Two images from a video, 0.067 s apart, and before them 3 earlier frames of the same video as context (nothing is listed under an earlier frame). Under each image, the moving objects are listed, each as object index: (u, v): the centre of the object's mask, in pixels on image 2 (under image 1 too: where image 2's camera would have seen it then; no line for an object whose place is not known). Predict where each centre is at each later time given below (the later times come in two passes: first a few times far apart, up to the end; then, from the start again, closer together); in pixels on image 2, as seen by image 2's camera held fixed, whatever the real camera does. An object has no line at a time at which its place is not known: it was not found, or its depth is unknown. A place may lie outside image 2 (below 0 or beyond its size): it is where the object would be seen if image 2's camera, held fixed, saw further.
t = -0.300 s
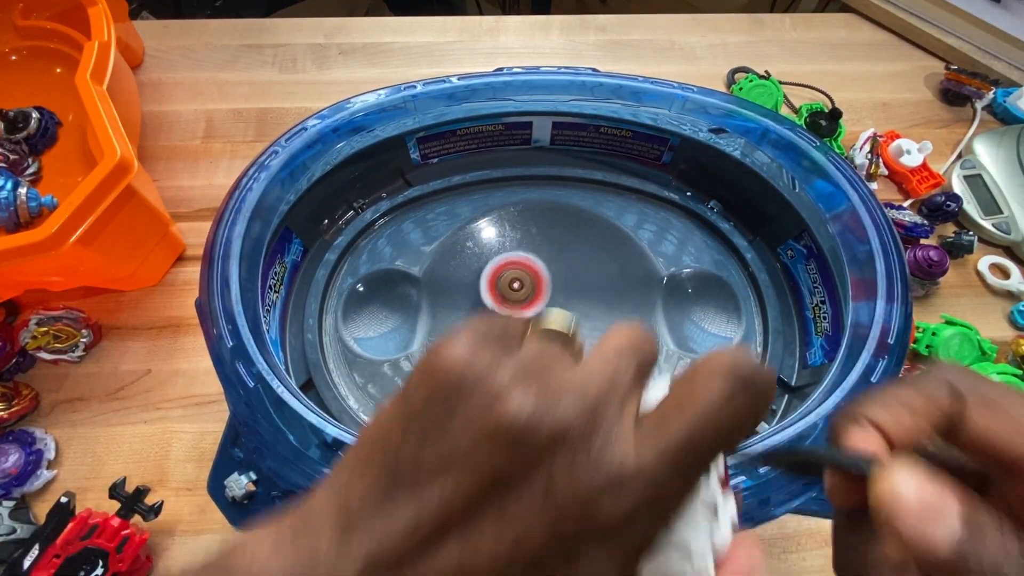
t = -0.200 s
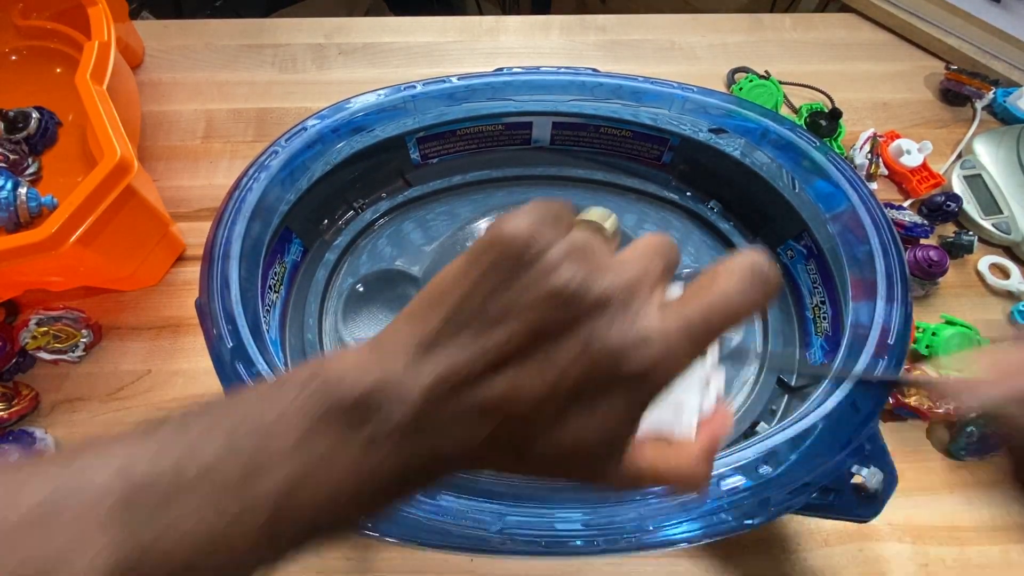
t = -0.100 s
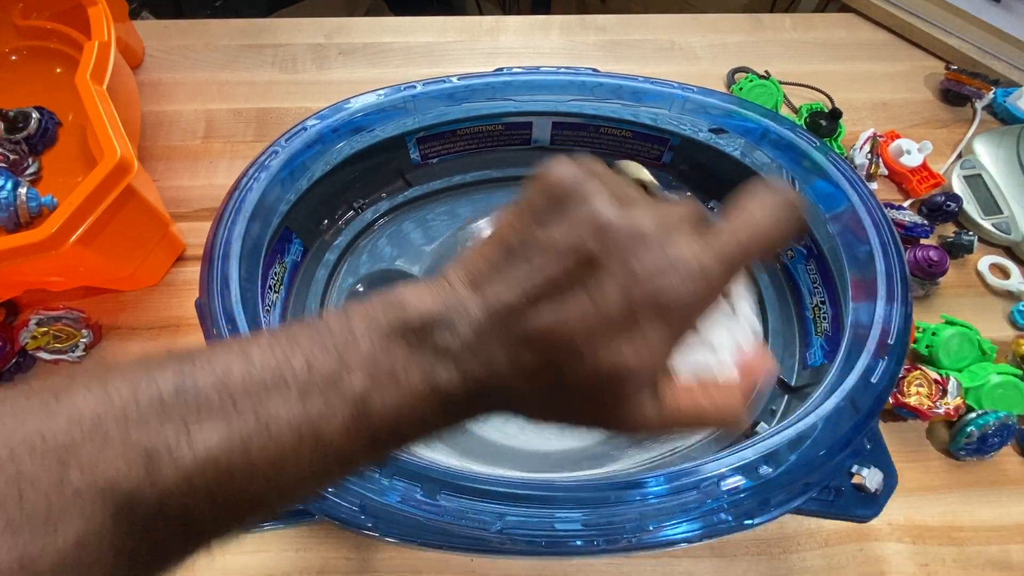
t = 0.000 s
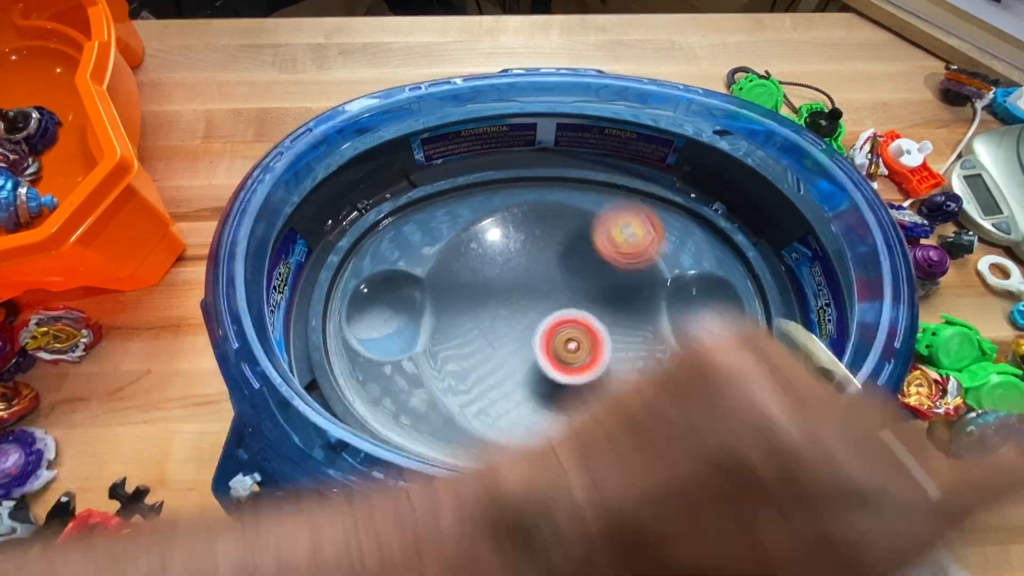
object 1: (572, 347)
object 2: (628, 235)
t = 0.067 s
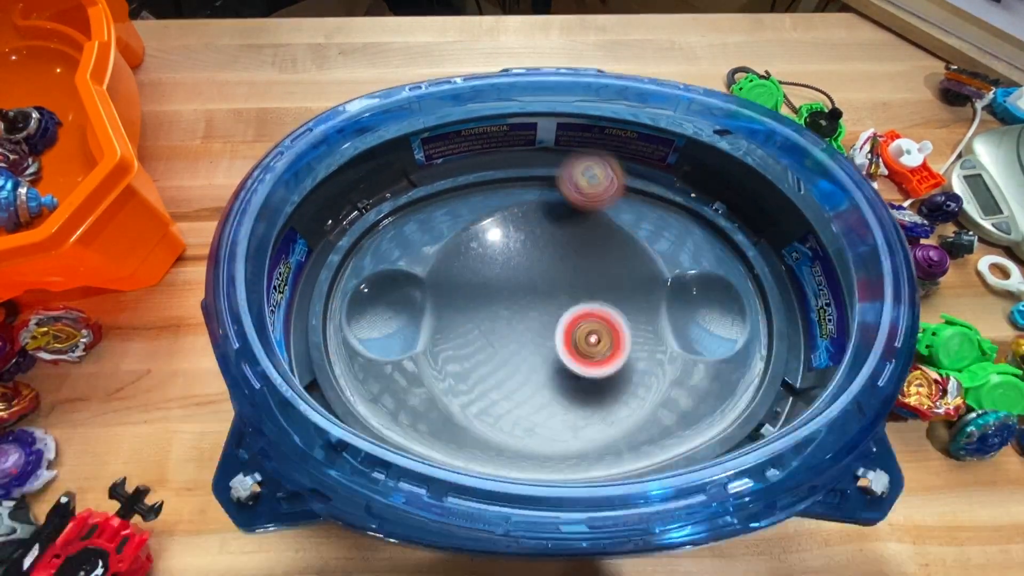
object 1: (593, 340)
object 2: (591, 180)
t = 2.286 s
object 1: (639, 310)
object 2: (519, 280)
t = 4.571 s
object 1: (501, 278)
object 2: (548, 418)
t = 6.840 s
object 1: (616, 212)
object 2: (571, 336)
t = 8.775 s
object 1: (567, 309)
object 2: (604, 442)
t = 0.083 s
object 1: (597, 337)
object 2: (581, 167)
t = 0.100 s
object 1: (600, 333)
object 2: (571, 157)
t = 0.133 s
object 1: (607, 324)
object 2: (545, 162)
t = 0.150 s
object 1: (608, 319)
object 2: (533, 172)
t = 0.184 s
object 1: (609, 308)
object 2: (508, 195)
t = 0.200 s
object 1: (609, 302)
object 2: (496, 207)
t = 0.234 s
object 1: (607, 290)
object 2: (475, 237)
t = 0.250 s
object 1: (604, 284)
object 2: (464, 254)
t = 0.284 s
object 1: (598, 273)
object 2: (447, 288)
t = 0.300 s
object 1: (593, 268)
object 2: (440, 306)
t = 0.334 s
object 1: (583, 260)
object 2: (430, 345)
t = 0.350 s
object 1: (576, 257)
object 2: (428, 365)
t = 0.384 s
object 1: (563, 253)
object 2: (425, 408)
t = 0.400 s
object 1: (556, 252)
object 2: (426, 422)
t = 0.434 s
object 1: (542, 254)
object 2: (446, 413)
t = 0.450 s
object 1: (535, 255)
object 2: (461, 400)
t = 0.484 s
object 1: (522, 262)
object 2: (490, 378)
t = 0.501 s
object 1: (515, 266)
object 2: (505, 365)
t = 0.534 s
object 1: (504, 277)
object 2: (532, 339)
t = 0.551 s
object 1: (500, 284)
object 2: (548, 324)
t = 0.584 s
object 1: (492, 299)
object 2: (573, 295)
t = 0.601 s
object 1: (490, 306)
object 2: (585, 280)
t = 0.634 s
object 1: (488, 323)
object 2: (606, 254)
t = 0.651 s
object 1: (489, 330)
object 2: (615, 242)
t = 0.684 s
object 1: (493, 346)
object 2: (631, 217)
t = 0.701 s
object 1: (497, 352)
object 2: (638, 207)
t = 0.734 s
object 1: (506, 365)
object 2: (648, 192)
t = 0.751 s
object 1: (512, 371)
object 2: (653, 184)
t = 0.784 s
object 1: (527, 379)
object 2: (659, 180)
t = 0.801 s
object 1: (536, 382)
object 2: (659, 184)
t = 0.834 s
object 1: (553, 385)
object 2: (657, 195)
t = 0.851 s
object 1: (562, 385)
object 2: (658, 197)
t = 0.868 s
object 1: (571, 383)
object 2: (657, 200)
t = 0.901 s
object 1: (589, 377)
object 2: (654, 213)
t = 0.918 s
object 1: (597, 373)
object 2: (652, 219)
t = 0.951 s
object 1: (610, 361)
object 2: (646, 230)
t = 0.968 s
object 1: (615, 353)
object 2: (642, 238)
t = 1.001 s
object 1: (623, 337)
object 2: (629, 255)
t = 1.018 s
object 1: (625, 329)
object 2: (621, 263)
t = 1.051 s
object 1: (620, 345)
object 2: (609, 247)
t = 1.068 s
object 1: (615, 356)
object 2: (601, 238)
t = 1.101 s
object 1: (602, 375)
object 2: (585, 220)
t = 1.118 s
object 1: (595, 382)
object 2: (576, 212)
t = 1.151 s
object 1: (579, 394)
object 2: (557, 202)
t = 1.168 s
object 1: (571, 398)
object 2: (547, 197)
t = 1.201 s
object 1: (554, 402)
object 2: (526, 193)
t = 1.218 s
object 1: (546, 402)
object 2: (516, 193)
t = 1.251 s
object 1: (530, 399)
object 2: (496, 196)
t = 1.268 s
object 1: (524, 395)
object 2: (486, 200)
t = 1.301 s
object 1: (511, 386)
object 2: (467, 207)
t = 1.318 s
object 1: (506, 380)
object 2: (459, 211)
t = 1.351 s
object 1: (498, 365)
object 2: (440, 219)
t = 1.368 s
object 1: (495, 357)
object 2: (429, 225)
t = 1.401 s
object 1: (492, 339)
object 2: (410, 234)
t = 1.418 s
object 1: (491, 331)
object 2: (400, 238)
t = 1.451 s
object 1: (492, 314)
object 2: (379, 247)
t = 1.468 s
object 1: (493, 306)
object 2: (369, 251)
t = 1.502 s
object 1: (497, 289)
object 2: (348, 258)
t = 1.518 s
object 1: (500, 283)
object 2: (340, 262)
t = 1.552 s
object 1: (507, 268)
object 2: (347, 277)
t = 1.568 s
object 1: (511, 263)
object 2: (353, 286)
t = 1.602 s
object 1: (520, 252)
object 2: (367, 304)
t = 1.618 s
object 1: (524, 248)
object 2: (376, 313)
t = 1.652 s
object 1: (533, 242)
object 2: (392, 323)
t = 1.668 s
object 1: (538, 239)
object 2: (402, 325)
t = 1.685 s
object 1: (543, 238)
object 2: (410, 327)
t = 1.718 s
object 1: (552, 239)
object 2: (427, 326)
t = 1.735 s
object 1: (557, 239)
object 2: (436, 327)
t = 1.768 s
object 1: (565, 243)
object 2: (457, 330)
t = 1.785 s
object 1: (569, 247)
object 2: (468, 331)
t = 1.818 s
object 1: (576, 253)
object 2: (493, 331)
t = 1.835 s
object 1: (579, 258)
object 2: (504, 330)
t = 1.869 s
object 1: (584, 269)
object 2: (530, 327)
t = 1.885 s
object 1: (586, 275)
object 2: (541, 325)
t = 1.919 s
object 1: (602, 277)
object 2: (551, 328)
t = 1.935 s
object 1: (612, 275)
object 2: (554, 331)
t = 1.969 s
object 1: (629, 272)
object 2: (558, 336)
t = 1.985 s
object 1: (635, 271)
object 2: (560, 337)
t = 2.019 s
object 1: (647, 271)
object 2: (563, 338)
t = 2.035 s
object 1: (651, 271)
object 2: (565, 338)
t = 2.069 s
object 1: (655, 272)
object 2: (567, 336)
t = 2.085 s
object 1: (655, 274)
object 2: (568, 333)
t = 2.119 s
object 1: (652, 278)
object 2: (570, 328)
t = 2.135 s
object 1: (649, 281)
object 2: (570, 324)
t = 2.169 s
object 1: (640, 286)
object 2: (570, 316)
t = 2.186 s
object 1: (634, 290)
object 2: (569, 312)
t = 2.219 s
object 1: (633, 296)
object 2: (558, 302)
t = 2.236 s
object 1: (636, 300)
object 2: (548, 295)
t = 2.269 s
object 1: (639, 307)
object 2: (528, 286)
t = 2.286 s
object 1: (639, 310)
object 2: (519, 280)
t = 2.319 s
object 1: (637, 316)
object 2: (503, 269)
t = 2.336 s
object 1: (634, 318)
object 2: (494, 264)
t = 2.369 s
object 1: (626, 325)
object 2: (478, 256)
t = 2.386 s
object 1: (621, 329)
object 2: (472, 254)
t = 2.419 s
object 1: (609, 333)
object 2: (460, 253)
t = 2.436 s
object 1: (603, 335)
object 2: (455, 254)
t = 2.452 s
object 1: (595, 339)
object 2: (451, 256)
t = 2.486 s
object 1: (581, 341)
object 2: (445, 264)
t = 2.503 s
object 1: (573, 343)
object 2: (443, 271)
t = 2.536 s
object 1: (558, 345)
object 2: (444, 285)
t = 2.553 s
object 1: (549, 345)
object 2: (445, 295)
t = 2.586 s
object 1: (536, 345)
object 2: (454, 314)
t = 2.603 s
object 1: (531, 346)
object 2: (460, 324)
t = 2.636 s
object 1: (540, 352)
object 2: (463, 331)
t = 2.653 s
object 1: (549, 356)
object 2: (461, 334)
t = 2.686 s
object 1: (571, 362)
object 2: (463, 339)
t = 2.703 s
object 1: (582, 364)
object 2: (467, 342)
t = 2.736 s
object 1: (603, 367)
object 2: (480, 346)
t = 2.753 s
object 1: (612, 367)
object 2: (489, 347)
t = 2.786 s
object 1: (630, 366)
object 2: (510, 346)
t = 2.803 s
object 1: (638, 365)
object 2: (522, 344)
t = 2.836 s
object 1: (653, 360)
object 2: (545, 337)
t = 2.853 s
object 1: (658, 357)
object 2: (556, 332)
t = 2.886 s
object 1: (665, 351)
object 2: (578, 321)
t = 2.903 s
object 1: (666, 347)
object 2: (588, 314)
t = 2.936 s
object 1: (668, 339)
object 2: (606, 300)
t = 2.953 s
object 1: (668, 336)
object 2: (613, 292)
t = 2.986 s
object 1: (671, 335)
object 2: (624, 271)
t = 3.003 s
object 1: (673, 335)
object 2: (626, 260)
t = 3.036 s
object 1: (682, 332)
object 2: (629, 239)
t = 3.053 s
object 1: (685, 331)
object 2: (629, 229)
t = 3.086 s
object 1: (692, 325)
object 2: (626, 212)
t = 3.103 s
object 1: (697, 321)
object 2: (623, 204)
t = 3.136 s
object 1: (703, 313)
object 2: (618, 192)
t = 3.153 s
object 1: (706, 308)
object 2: (616, 186)
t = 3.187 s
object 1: (707, 302)
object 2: (611, 182)
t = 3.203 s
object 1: (707, 299)
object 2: (606, 187)
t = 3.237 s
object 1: (705, 293)
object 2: (598, 196)
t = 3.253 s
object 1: (702, 292)
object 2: (593, 203)
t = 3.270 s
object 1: (699, 291)
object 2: (588, 210)
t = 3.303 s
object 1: (694, 291)
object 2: (578, 228)
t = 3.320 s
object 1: (691, 291)
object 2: (572, 238)
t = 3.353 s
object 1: (683, 294)
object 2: (561, 258)
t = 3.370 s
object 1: (680, 296)
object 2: (555, 270)
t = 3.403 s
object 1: (676, 299)
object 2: (544, 293)
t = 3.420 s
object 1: (674, 301)
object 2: (539, 305)
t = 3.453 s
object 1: (673, 304)
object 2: (530, 329)
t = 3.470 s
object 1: (672, 306)
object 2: (527, 340)
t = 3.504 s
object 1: (674, 308)
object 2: (522, 364)
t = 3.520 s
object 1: (674, 309)
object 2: (520, 375)
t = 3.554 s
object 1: (674, 309)
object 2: (519, 394)
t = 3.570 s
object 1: (675, 308)
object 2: (520, 401)
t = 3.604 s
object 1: (676, 306)
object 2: (524, 414)
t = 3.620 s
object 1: (677, 304)
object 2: (526, 420)
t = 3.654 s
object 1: (679, 300)
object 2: (535, 426)
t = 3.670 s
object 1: (680, 297)
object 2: (539, 426)
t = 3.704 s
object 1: (684, 292)
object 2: (550, 425)
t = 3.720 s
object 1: (687, 289)
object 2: (555, 421)
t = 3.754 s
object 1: (692, 285)
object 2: (567, 412)
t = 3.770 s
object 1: (695, 282)
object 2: (572, 405)
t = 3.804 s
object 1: (701, 277)
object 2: (582, 389)
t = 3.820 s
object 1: (703, 276)
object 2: (587, 380)
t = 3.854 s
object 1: (707, 273)
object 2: (595, 361)
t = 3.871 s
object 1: (708, 274)
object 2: (599, 351)
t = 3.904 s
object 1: (710, 275)
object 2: (605, 329)
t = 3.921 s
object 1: (710, 277)
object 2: (607, 319)
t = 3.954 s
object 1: (710, 280)
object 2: (612, 300)
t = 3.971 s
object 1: (708, 283)
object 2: (613, 291)
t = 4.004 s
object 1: (705, 288)
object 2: (614, 276)
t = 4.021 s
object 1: (704, 291)
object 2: (614, 269)
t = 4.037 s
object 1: (702, 293)
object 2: (613, 263)
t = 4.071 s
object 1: (698, 297)
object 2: (605, 254)
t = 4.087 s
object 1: (697, 298)
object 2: (600, 251)
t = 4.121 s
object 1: (694, 300)
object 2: (586, 248)
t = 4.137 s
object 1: (693, 300)
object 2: (578, 248)
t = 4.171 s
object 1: (691, 299)
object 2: (562, 253)
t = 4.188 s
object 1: (690, 299)
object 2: (553, 257)
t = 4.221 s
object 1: (686, 297)
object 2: (537, 268)
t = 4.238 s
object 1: (683, 296)
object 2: (529, 275)
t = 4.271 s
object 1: (673, 293)
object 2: (516, 291)
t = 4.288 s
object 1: (665, 291)
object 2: (510, 299)
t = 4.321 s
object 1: (648, 290)
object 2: (500, 317)
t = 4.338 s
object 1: (639, 288)
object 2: (497, 327)
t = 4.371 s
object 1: (618, 285)
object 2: (493, 346)
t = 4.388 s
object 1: (607, 284)
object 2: (491, 356)
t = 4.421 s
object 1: (584, 282)
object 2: (494, 373)
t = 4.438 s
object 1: (572, 280)
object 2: (496, 382)
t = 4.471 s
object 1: (551, 279)
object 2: (504, 397)
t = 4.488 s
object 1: (541, 277)
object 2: (509, 404)
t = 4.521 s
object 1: (523, 278)
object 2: (522, 413)
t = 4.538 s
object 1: (515, 277)
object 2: (530, 416)
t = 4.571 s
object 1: (501, 278)
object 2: (548, 418)
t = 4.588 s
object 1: (495, 278)
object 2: (556, 417)
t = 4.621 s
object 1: (487, 279)
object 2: (573, 412)
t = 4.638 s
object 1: (484, 279)
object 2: (581, 408)
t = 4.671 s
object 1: (482, 281)
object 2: (598, 396)
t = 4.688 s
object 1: (481, 281)
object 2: (605, 390)
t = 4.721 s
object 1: (484, 283)
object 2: (617, 373)
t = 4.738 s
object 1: (485, 283)
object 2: (624, 364)
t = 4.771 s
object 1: (492, 285)
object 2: (629, 343)
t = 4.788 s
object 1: (495, 285)
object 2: (629, 333)
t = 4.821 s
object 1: (505, 286)
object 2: (626, 312)
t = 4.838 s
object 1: (509, 286)
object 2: (622, 301)
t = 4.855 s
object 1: (515, 287)
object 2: (617, 292)
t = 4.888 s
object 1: (526, 286)
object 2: (604, 274)
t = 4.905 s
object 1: (531, 287)
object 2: (597, 266)
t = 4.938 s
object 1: (530, 290)
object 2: (594, 251)
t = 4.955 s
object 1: (529, 292)
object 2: (592, 244)
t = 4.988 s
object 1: (529, 294)
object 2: (585, 233)
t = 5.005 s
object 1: (530, 296)
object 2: (581, 229)
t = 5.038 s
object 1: (532, 299)
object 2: (570, 224)
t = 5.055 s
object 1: (535, 300)
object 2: (563, 223)
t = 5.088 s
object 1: (538, 303)
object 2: (550, 225)
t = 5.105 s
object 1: (541, 304)
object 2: (542, 226)
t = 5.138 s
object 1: (546, 307)
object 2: (527, 233)
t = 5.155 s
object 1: (549, 307)
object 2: (519, 239)
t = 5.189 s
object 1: (555, 309)
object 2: (504, 251)
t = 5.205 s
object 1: (557, 309)
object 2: (498, 259)
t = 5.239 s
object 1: (563, 310)
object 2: (487, 275)
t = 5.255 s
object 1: (565, 311)
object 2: (483, 284)
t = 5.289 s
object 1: (570, 312)
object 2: (477, 304)
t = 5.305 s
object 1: (571, 313)
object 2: (476, 315)
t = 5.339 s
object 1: (574, 313)
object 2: (478, 336)
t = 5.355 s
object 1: (576, 313)
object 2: (481, 345)
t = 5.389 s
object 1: (577, 313)
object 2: (491, 364)
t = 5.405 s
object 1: (579, 313)
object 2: (498, 372)
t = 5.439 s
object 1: (579, 314)
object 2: (515, 386)
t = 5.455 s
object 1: (579, 313)
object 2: (526, 390)
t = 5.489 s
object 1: (579, 314)
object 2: (547, 396)
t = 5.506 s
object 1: (578, 314)
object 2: (559, 397)
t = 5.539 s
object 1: (577, 315)
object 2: (582, 394)
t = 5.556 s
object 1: (576, 315)
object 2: (592, 390)
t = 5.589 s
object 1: (574, 317)
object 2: (612, 379)
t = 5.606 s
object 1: (572, 317)
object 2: (621, 374)
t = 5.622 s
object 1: (570, 312)
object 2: (632, 372)
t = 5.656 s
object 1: (562, 305)
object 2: (649, 363)
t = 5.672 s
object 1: (559, 301)
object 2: (656, 357)
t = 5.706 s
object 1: (553, 295)
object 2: (666, 342)
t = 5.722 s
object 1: (549, 294)
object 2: (669, 333)
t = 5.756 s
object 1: (543, 290)
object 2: (671, 316)
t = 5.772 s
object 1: (540, 290)
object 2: (672, 307)
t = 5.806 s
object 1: (536, 289)
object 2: (670, 292)
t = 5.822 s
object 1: (534, 289)
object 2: (667, 285)
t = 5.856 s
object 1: (530, 291)
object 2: (657, 274)
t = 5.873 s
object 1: (528, 293)
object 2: (650, 269)
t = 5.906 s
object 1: (526, 296)
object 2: (632, 260)
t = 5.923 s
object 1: (526, 299)
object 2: (622, 257)
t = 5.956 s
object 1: (525, 304)
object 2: (598, 252)
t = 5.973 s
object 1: (525, 306)
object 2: (586, 250)
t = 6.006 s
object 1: (525, 311)
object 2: (559, 250)
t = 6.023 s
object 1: (524, 313)
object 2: (546, 251)
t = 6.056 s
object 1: (524, 320)
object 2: (525, 252)
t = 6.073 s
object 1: (523, 325)
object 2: (513, 251)
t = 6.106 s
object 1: (521, 332)
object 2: (494, 251)
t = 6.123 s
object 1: (520, 334)
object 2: (485, 254)
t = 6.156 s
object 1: (519, 338)
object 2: (469, 263)
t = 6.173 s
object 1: (517, 339)
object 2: (463, 268)
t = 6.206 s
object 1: (516, 340)
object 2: (454, 282)
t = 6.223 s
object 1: (516, 341)
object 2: (451, 289)
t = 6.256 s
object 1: (516, 340)
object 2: (448, 307)
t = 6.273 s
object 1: (517, 340)
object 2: (448, 314)
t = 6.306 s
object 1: (531, 344)
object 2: (438, 323)
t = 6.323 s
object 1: (539, 347)
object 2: (435, 326)
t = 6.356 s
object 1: (553, 348)
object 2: (430, 336)
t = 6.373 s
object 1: (559, 348)
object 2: (429, 341)
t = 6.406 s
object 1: (570, 345)
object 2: (428, 349)
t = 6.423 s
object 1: (576, 343)
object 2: (429, 352)
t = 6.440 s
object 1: (579, 340)
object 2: (430, 355)
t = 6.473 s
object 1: (586, 334)
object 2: (436, 359)
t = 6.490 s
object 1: (589, 330)
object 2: (439, 360)
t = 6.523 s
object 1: (591, 322)
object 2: (450, 364)
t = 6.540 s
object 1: (591, 319)
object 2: (458, 366)
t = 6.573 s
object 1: (592, 312)
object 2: (477, 369)
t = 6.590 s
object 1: (592, 307)
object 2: (488, 370)
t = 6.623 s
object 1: (590, 300)
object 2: (510, 367)
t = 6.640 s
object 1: (589, 297)
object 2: (524, 363)
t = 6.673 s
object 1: (586, 291)
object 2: (547, 353)
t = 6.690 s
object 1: (588, 284)
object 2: (553, 349)
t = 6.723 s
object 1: (599, 260)
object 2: (558, 353)
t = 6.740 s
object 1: (605, 249)
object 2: (559, 354)
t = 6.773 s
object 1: (612, 231)
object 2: (563, 352)
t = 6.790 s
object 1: (614, 226)
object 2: (564, 350)
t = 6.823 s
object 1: (617, 216)
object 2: (569, 341)
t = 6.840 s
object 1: (616, 212)
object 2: (571, 336)
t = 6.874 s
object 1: (614, 209)
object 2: (573, 323)
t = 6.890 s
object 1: (615, 209)
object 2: (573, 316)
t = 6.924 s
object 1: (613, 209)
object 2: (571, 301)
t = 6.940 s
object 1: (611, 210)
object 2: (568, 293)
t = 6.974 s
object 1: (608, 213)
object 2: (560, 280)
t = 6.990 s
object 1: (607, 214)
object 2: (555, 275)
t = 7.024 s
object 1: (602, 222)
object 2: (543, 265)
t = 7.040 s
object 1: (600, 227)
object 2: (537, 261)
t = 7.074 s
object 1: (610, 238)
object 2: (505, 255)
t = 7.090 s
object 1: (615, 249)
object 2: (489, 252)
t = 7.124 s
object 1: (623, 264)
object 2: (461, 253)
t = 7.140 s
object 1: (625, 274)
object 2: (450, 254)
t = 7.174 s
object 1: (626, 293)
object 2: (429, 259)
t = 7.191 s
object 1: (624, 303)
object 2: (420, 263)
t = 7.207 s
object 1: (622, 312)
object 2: (410, 269)
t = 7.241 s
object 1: (616, 332)
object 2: (392, 283)
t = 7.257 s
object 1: (611, 340)
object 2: (383, 290)
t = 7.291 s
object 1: (600, 358)
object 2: (365, 302)
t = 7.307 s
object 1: (594, 364)
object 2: (359, 306)
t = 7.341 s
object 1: (578, 378)
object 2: (355, 318)
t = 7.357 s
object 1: (571, 381)
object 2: (355, 324)
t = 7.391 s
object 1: (553, 389)
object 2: (362, 333)
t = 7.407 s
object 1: (546, 392)
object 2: (368, 335)
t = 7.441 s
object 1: (534, 392)
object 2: (383, 337)
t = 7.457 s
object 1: (525, 387)
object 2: (392, 336)
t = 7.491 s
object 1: (512, 384)
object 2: (409, 327)
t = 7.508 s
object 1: (507, 380)
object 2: (417, 320)
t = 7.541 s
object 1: (502, 367)
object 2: (432, 307)
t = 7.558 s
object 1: (500, 359)
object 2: (439, 301)
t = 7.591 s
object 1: (497, 348)
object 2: (457, 289)
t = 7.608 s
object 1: (503, 346)
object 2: (466, 279)
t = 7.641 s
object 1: (516, 341)
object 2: (480, 254)
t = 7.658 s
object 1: (524, 342)
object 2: (490, 244)
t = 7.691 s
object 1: (536, 342)
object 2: (509, 228)
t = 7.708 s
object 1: (543, 342)
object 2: (517, 220)
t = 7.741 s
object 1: (558, 338)
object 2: (538, 208)
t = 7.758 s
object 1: (565, 337)
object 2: (550, 204)
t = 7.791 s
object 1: (578, 329)
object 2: (569, 201)
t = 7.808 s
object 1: (583, 327)
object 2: (578, 199)
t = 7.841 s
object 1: (591, 321)
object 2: (596, 200)
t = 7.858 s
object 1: (596, 317)
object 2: (604, 200)
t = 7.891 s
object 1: (600, 314)
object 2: (621, 205)
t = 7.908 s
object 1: (601, 313)
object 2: (630, 208)
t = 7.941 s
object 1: (600, 306)
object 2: (647, 212)
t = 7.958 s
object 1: (601, 305)
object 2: (655, 213)
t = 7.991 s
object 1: (596, 305)
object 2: (670, 215)
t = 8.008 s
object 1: (591, 303)
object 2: (677, 215)
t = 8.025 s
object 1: (588, 301)
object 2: (686, 218)
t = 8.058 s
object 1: (581, 301)
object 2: (701, 220)
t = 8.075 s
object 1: (578, 300)
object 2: (707, 224)
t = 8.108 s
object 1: (568, 300)
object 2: (716, 234)
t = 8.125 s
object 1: (563, 301)
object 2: (721, 238)
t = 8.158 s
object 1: (553, 302)
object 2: (730, 250)
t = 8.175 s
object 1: (548, 304)
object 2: (734, 258)
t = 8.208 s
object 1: (539, 305)
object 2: (744, 267)
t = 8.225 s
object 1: (534, 306)
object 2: (746, 273)
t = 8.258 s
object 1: (526, 309)
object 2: (754, 287)
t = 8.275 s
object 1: (523, 310)
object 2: (755, 294)
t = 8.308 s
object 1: (518, 312)
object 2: (756, 307)
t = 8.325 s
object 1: (516, 313)
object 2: (757, 314)
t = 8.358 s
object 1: (514, 316)
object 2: (760, 330)
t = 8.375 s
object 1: (514, 317)
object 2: (760, 339)
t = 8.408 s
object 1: (516, 318)
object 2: (755, 352)
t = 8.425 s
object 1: (517, 319)
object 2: (752, 361)
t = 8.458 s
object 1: (521, 323)
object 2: (748, 376)
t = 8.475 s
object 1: (524, 323)
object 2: (743, 382)
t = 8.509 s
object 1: (530, 325)
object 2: (731, 396)
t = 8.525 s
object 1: (533, 325)
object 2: (727, 400)
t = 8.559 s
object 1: (540, 327)
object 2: (714, 411)
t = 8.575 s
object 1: (542, 327)
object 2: (706, 416)
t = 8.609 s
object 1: (548, 326)
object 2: (691, 423)
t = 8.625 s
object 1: (551, 325)
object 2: (683, 427)
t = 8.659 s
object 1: (557, 322)
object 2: (666, 431)
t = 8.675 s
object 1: (560, 319)
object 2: (657, 432)
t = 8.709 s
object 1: (564, 315)
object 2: (638, 436)
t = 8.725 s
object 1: (565, 314)
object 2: (630, 436)
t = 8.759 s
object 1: (567, 310)
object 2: (611, 440)
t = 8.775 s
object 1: (567, 309)
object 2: (604, 442)
